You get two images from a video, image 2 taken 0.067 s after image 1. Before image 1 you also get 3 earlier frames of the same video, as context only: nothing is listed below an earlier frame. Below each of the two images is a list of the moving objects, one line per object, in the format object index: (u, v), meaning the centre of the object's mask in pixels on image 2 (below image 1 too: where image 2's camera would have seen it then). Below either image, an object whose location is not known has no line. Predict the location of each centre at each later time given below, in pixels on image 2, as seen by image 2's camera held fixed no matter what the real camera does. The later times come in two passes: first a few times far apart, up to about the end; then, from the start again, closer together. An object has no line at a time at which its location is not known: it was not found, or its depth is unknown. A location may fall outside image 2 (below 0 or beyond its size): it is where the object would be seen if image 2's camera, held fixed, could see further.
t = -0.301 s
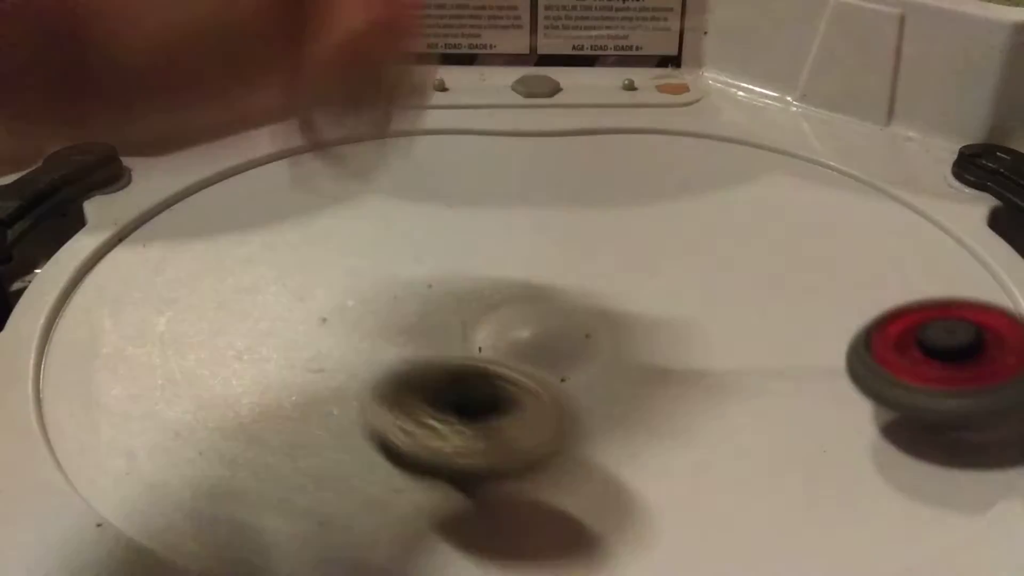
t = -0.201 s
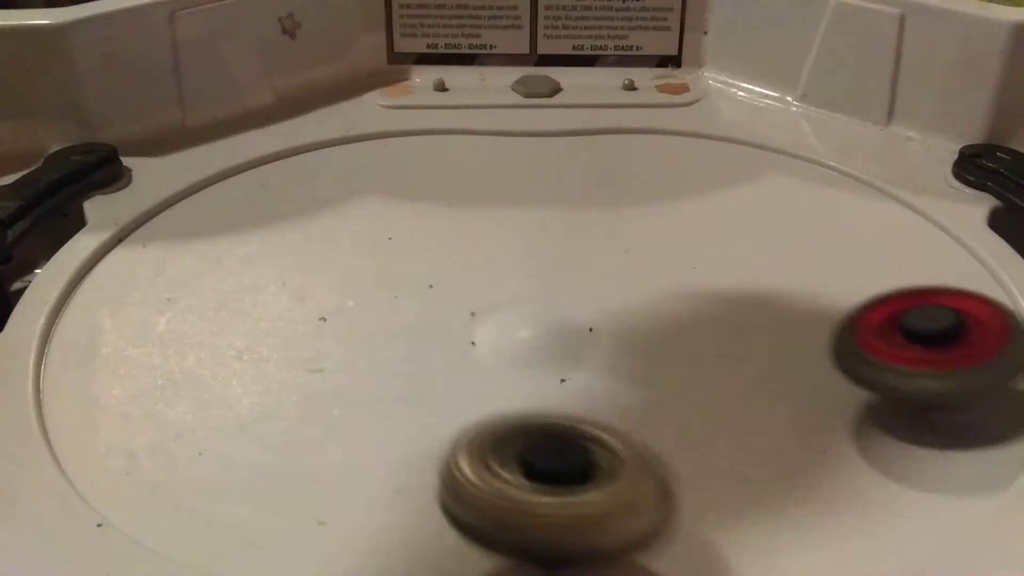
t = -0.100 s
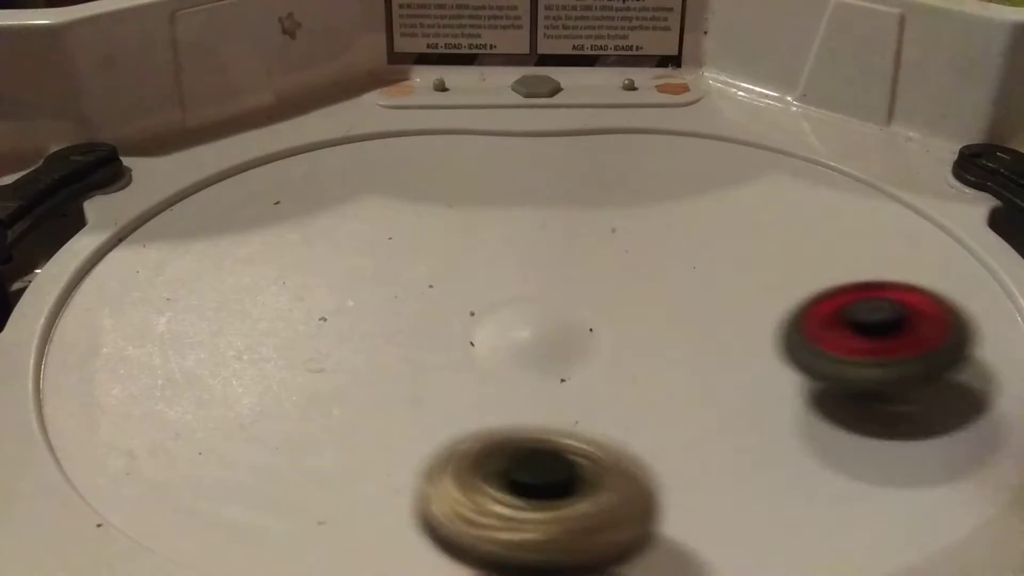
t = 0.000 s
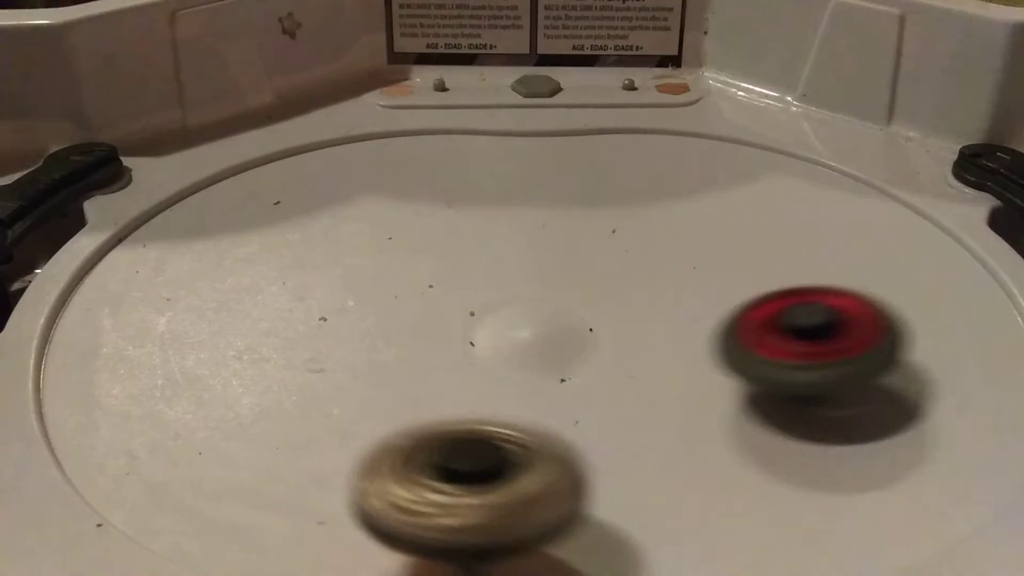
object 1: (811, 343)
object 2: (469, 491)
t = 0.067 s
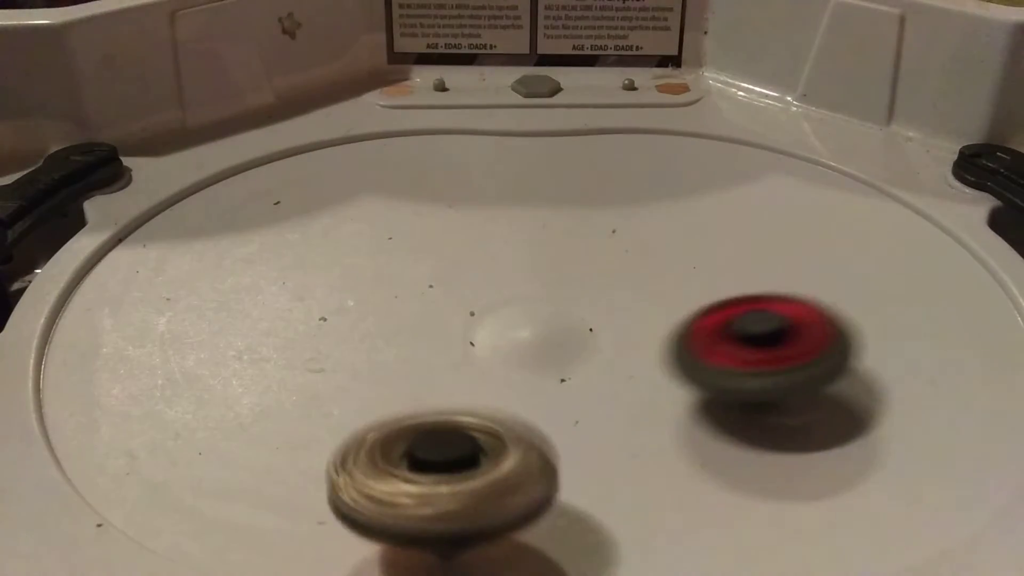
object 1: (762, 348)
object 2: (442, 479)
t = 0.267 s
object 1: (707, 354)
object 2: (386, 430)
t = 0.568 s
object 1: (630, 269)
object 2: (418, 246)
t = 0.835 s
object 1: (521, 348)
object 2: (653, 87)
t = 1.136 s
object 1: (420, 359)
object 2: (979, 274)
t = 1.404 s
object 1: (378, 366)
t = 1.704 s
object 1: (292, 200)
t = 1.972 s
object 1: (539, 252)
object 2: (590, 384)
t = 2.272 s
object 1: (463, 173)
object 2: (581, 297)
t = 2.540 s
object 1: (275, 138)
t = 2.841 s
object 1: (220, 215)
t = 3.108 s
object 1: (284, 274)
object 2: (679, 254)
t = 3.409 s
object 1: (460, 320)
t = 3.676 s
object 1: (658, 278)
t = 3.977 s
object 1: (728, 179)
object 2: (456, 190)
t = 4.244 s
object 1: (728, 175)
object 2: (518, 67)
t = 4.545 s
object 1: (659, 213)
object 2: (432, 152)
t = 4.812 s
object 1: (644, 273)
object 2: (349, 210)
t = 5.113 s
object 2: (223, 153)
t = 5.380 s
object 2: (311, 185)
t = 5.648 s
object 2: (378, 366)
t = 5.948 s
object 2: (168, 457)
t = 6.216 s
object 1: (644, 380)
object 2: (272, 358)
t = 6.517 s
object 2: (528, 274)
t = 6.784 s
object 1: (574, 319)
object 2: (745, 227)
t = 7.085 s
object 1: (416, 331)
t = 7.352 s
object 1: (387, 336)
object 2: (636, 370)
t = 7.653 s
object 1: (256, 341)
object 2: (717, 226)
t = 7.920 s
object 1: (356, 352)
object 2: (847, 212)
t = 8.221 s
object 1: (458, 292)
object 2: (739, 267)
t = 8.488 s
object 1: (393, 216)
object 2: (641, 256)
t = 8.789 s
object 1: (347, 217)
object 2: (603, 272)
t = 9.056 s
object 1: (396, 247)
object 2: (579, 245)
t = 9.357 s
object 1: (430, 231)
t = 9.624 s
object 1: (438, 248)
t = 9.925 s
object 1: (560, 268)
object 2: (442, 347)
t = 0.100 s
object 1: (738, 354)
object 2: (442, 473)
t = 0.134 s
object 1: (713, 360)
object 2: (448, 465)
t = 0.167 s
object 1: (692, 366)
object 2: (460, 454)
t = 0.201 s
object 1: (673, 371)
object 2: (477, 440)
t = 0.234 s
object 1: (666, 374)
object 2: (471, 421)
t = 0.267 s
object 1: (707, 354)
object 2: (386, 430)
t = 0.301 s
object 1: (744, 336)
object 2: (314, 433)
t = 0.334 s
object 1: (767, 320)
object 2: (261, 422)
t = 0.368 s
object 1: (777, 308)
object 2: (238, 403)
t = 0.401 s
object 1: (775, 296)
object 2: (234, 381)
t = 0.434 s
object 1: (763, 285)
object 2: (249, 348)
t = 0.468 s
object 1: (740, 278)
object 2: (274, 324)
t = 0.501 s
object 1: (707, 274)
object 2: (319, 292)
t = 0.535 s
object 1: (670, 271)
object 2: (368, 267)
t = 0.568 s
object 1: (630, 269)
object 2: (418, 246)
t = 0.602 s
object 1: (595, 274)
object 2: (472, 222)
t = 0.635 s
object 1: (594, 277)
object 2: (495, 184)
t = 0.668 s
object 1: (589, 294)
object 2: (512, 160)
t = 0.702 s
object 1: (583, 305)
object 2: (536, 137)
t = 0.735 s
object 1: (569, 321)
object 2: (560, 116)
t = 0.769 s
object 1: (552, 338)
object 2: (587, 99)
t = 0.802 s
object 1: (537, 344)
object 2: (621, 90)
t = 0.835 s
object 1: (521, 348)
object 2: (653, 87)
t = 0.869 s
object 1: (505, 349)
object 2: (684, 94)
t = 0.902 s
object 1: (491, 351)
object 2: (728, 104)
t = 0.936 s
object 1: (478, 352)
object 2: (771, 116)
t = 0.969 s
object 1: (465, 353)
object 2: (823, 128)
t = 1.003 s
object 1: (454, 355)
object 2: (872, 148)
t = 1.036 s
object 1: (444, 356)
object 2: (922, 185)
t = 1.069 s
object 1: (434, 357)
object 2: (956, 210)
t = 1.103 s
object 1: (427, 358)
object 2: (972, 235)
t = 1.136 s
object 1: (420, 359)
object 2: (979, 274)
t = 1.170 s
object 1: (414, 361)
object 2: (980, 301)
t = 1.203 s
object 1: (408, 362)
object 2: (977, 344)
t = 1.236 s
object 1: (401, 363)
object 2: (957, 382)
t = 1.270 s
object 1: (396, 364)
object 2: (921, 418)
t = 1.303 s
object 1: (391, 365)
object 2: (846, 442)
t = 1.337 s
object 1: (386, 366)
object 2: (739, 450)
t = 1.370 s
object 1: (383, 367)
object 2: (637, 440)
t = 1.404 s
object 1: (378, 366)
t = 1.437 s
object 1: (330, 337)
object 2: (581, 413)
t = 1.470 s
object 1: (249, 297)
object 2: (681, 453)
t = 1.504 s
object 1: (184, 254)
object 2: (778, 471)
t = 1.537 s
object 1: (136, 216)
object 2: (855, 473)
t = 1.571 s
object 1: (141, 187)
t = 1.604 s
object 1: (171, 181)
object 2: (937, 459)
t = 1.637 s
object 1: (216, 198)
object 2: (945, 451)
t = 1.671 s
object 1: (250, 191)
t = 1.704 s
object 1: (292, 200)
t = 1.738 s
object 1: (325, 200)
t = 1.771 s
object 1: (369, 211)
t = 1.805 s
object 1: (404, 218)
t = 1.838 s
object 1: (439, 226)
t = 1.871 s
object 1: (469, 233)
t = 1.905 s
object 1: (497, 240)
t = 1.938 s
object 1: (520, 246)
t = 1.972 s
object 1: (539, 252)
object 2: (590, 384)
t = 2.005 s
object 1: (553, 256)
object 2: (568, 355)
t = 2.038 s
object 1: (562, 252)
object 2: (563, 343)
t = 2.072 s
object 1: (563, 239)
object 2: (553, 350)
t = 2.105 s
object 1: (556, 224)
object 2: (546, 349)
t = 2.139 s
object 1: (544, 210)
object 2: (542, 343)
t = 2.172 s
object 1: (528, 199)
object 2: (543, 334)
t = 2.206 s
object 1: (509, 188)
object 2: (547, 324)
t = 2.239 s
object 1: (486, 180)
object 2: (558, 309)
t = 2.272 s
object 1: (463, 173)
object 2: (581, 297)
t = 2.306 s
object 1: (435, 164)
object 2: (608, 286)
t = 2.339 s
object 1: (410, 155)
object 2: (634, 275)
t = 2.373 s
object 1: (387, 149)
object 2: (662, 269)
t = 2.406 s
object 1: (364, 143)
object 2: (689, 267)
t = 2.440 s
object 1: (340, 139)
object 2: (716, 269)
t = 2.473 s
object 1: (316, 137)
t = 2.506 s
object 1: (294, 138)
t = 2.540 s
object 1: (275, 138)
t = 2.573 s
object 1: (260, 141)
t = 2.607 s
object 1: (250, 148)
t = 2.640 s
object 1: (243, 156)
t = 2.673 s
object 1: (235, 164)
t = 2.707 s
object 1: (226, 172)
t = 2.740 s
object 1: (219, 183)
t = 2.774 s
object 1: (216, 192)
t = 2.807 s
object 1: (216, 204)
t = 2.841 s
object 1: (220, 215)
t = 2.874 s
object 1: (229, 228)
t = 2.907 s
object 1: (244, 239)
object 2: (599, 350)
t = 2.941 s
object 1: (266, 253)
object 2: (563, 332)
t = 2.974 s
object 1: (293, 264)
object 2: (537, 313)
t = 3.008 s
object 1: (324, 274)
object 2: (522, 291)
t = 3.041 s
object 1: (347, 280)
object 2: (527, 275)
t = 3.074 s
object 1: (310, 278)
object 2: (600, 267)
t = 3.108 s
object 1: (284, 274)
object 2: (679, 254)
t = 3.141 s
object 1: (266, 275)
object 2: (730, 242)
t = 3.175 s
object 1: (261, 277)
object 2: (770, 232)
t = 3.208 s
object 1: (270, 282)
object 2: (807, 227)
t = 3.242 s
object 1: (290, 291)
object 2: (842, 227)
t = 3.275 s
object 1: (316, 300)
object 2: (878, 230)
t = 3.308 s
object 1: (347, 309)
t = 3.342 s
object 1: (386, 316)
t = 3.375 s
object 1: (423, 320)
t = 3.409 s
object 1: (460, 320)
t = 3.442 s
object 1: (498, 318)
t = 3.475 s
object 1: (523, 309)
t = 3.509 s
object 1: (536, 300)
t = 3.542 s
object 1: (550, 295)
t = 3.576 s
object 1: (572, 295)
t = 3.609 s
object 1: (604, 299)
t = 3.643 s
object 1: (630, 290)
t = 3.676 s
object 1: (658, 278)
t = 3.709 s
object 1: (680, 276)
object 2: (585, 362)
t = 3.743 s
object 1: (695, 267)
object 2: (542, 343)
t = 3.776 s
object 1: (711, 252)
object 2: (511, 319)
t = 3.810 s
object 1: (724, 237)
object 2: (487, 290)
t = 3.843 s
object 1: (733, 221)
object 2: (466, 275)
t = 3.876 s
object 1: (737, 208)
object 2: (451, 257)
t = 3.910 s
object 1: (737, 198)
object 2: (444, 236)
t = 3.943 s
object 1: (733, 189)
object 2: (447, 211)
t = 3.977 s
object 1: (728, 179)
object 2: (456, 190)
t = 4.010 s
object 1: (722, 172)
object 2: (471, 171)
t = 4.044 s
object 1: (714, 164)
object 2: (492, 153)
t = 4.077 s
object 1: (705, 156)
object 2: (517, 136)
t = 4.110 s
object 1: (693, 155)
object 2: (546, 125)
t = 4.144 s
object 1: (698, 153)
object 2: (555, 94)
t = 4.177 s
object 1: (715, 161)
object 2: (544, 78)
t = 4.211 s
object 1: (724, 166)
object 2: (530, 73)
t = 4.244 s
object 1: (728, 175)
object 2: (518, 67)
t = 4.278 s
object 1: (725, 182)
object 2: (507, 71)
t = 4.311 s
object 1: (717, 186)
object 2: (492, 76)
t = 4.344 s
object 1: (707, 189)
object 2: (476, 81)
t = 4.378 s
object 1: (697, 192)
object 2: (462, 86)
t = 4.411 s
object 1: (688, 194)
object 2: (451, 101)
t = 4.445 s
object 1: (679, 197)
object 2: (446, 109)
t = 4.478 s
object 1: (671, 202)
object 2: (441, 125)
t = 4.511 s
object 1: (664, 206)
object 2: (435, 141)
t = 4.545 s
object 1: (659, 213)
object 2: (432, 152)
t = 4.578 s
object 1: (654, 221)
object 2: (428, 164)
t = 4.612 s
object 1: (650, 227)
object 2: (422, 174)
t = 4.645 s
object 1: (646, 234)
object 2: (414, 183)
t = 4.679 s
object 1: (644, 240)
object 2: (405, 192)
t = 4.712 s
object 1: (642, 248)
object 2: (394, 199)
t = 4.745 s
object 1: (642, 255)
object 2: (381, 204)
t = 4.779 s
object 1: (642, 264)
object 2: (365, 207)
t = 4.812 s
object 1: (644, 273)
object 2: (349, 210)
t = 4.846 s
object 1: (648, 281)
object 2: (331, 209)
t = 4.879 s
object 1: (655, 289)
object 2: (312, 207)
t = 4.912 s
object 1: (662, 298)
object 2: (293, 203)
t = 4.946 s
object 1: (672, 305)
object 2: (273, 197)
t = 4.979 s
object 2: (256, 188)
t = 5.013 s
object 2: (240, 179)
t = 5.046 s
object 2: (230, 169)
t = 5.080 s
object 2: (226, 160)
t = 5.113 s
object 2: (223, 153)
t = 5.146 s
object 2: (222, 150)
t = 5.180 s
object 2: (225, 148)
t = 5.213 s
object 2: (232, 149)
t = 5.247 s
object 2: (243, 152)
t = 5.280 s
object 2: (260, 158)
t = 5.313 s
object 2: (275, 164)
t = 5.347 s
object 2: (293, 173)
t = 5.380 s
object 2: (311, 185)
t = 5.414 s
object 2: (331, 204)
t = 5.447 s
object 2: (349, 223)
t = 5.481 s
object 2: (365, 247)
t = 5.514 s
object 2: (376, 269)
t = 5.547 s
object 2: (382, 293)
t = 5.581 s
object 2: (384, 317)
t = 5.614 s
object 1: (758, 333)
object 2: (383, 342)
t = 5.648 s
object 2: (378, 366)
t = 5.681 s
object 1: (737, 337)
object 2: (371, 385)
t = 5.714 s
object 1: (726, 338)
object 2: (359, 404)
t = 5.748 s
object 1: (715, 343)
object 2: (343, 421)
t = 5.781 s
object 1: (705, 347)
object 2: (323, 436)
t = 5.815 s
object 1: (695, 350)
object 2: (298, 447)
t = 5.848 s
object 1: (686, 354)
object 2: (269, 455)
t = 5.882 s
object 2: (233, 460)
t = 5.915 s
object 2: (197, 460)
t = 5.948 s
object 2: (168, 457)
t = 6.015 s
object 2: (138, 443)
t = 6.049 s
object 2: (139, 433)
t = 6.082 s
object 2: (150, 418)
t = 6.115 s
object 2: (167, 398)
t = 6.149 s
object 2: (194, 383)
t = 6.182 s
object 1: (648, 378)
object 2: (230, 370)
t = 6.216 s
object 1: (644, 380)
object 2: (272, 358)
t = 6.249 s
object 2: (318, 349)
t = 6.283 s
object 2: (362, 341)
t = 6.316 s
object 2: (408, 334)
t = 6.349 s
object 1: (631, 378)
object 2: (451, 327)
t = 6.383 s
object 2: (467, 314)
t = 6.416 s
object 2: (482, 297)
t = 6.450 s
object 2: (500, 285)
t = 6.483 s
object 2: (515, 277)
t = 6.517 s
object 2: (528, 274)
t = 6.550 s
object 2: (544, 270)
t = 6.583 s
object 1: (651, 356)
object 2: (562, 263)
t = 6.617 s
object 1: (640, 351)
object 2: (581, 253)
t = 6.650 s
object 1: (629, 345)
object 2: (606, 243)
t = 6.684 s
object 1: (617, 337)
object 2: (635, 235)
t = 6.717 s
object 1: (605, 332)
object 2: (667, 230)
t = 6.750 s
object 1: (589, 325)
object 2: (704, 228)
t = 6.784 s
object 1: (574, 319)
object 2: (745, 227)
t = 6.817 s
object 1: (555, 318)
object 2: (782, 229)
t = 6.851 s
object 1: (531, 322)
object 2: (819, 233)
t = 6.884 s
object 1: (501, 326)
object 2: (856, 238)
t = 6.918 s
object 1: (477, 326)
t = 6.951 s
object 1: (460, 326)
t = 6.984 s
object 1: (447, 326)
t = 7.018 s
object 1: (435, 328)
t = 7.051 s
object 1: (425, 329)
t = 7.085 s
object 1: (416, 331)
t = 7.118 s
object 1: (410, 333)
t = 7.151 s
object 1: (404, 333)
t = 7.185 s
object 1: (399, 334)
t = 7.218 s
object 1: (396, 336)
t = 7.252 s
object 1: (393, 337)
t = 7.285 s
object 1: (391, 338)
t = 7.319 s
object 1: (389, 338)
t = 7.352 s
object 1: (387, 336)
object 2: (636, 370)
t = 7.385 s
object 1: (384, 339)
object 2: (598, 355)
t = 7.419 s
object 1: (383, 339)
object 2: (566, 337)
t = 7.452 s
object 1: (345, 331)
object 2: (587, 319)
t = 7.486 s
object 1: (298, 328)
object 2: (623, 297)
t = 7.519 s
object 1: (271, 326)
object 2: (644, 278)
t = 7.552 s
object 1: (257, 326)
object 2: (662, 261)
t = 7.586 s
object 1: (253, 330)
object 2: (680, 247)
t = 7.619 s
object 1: (253, 335)
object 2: (699, 235)
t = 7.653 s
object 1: (256, 341)
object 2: (717, 226)
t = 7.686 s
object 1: (262, 347)
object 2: (739, 219)
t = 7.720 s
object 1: (269, 351)
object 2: (763, 212)
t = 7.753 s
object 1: (280, 355)
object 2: (784, 208)
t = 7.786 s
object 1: (293, 358)
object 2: (803, 207)
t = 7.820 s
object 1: (309, 359)
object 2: (817, 206)
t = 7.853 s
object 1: (325, 358)
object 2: (829, 207)
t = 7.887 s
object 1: (341, 355)
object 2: (839, 209)
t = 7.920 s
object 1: (356, 352)
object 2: (847, 212)
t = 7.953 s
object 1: (370, 346)
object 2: (851, 216)
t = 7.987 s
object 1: (384, 343)
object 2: (853, 221)
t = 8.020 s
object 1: (398, 337)
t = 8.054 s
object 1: (410, 332)
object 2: (843, 235)
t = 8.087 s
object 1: (423, 323)
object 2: (832, 242)
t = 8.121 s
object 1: (433, 316)
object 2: (816, 251)
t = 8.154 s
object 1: (443, 309)
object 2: (793, 257)
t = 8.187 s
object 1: (451, 301)
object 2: (769, 263)
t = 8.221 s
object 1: (458, 292)
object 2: (739, 267)
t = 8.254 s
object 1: (463, 282)
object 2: (708, 270)
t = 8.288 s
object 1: (467, 273)
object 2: (675, 270)
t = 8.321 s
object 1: (469, 263)
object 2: (642, 268)
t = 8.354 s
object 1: (463, 254)
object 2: (620, 265)
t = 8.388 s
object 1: (454, 244)
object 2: (606, 260)
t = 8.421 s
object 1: (437, 234)
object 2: (606, 256)
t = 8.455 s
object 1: (410, 223)
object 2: (630, 257)
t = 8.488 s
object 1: (393, 216)
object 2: (641, 256)
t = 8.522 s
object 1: (383, 212)
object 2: (644, 256)
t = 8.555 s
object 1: (374, 209)
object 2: (644, 257)
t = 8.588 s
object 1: (366, 209)
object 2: (643, 260)
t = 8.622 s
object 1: (360, 209)
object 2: (641, 262)
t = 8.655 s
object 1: (356, 209)
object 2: (636, 265)
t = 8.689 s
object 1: (352, 210)
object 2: (629, 268)
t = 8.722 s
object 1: (349, 212)
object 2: (622, 270)
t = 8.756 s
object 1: (347, 214)
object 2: (612, 271)
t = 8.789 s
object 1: (347, 217)
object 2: (603, 272)
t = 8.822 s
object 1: (349, 221)
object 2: (594, 274)
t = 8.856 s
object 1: (354, 224)
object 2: (584, 273)
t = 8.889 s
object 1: (361, 229)
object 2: (572, 267)
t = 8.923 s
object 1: (369, 233)
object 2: (554, 258)
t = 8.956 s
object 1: (380, 237)
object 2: (542, 251)
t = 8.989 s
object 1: (387, 241)
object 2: (543, 247)
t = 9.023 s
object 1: (389, 243)
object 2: (564, 245)
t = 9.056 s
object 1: (396, 247)
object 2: (579, 245)
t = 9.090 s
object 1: (407, 250)
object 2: (592, 245)
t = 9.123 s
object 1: (420, 252)
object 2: (605, 249)
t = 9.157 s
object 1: (434, 255)
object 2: (616, 253)
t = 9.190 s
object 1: (448, 257)
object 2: (625, 259)
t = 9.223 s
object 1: (463, 257)
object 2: (631, 265)
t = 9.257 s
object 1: (477, 258)
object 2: (634, 274)
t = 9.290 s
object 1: (469, 249)
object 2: (654, 282)
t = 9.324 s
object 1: (444, 238)
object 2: (728, 309)
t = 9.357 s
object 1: (430, 231)
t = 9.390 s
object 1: (424, 226)
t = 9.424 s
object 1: (422, 225)
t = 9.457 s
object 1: (422, 228)
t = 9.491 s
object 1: (422, 230)
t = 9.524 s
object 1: (425, 235)
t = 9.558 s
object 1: (428, 238)
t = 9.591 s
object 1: (433, 243)
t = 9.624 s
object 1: (438, 248)
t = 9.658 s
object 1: (446, 254)
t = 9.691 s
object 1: (456, 258)
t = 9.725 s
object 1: (466, 263)
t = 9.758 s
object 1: (477, 265)
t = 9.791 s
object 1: (489, 269)
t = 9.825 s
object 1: (501, 271)
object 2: (469, 400)
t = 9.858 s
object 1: (516, 270)
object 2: (453, 386)
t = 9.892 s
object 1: (537, 268)
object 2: (443, 366)
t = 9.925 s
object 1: (560, 268)
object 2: (442, 347)
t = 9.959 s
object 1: (577, 269)
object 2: (447, 326)
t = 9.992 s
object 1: (590, 269)
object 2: (445, 305)
